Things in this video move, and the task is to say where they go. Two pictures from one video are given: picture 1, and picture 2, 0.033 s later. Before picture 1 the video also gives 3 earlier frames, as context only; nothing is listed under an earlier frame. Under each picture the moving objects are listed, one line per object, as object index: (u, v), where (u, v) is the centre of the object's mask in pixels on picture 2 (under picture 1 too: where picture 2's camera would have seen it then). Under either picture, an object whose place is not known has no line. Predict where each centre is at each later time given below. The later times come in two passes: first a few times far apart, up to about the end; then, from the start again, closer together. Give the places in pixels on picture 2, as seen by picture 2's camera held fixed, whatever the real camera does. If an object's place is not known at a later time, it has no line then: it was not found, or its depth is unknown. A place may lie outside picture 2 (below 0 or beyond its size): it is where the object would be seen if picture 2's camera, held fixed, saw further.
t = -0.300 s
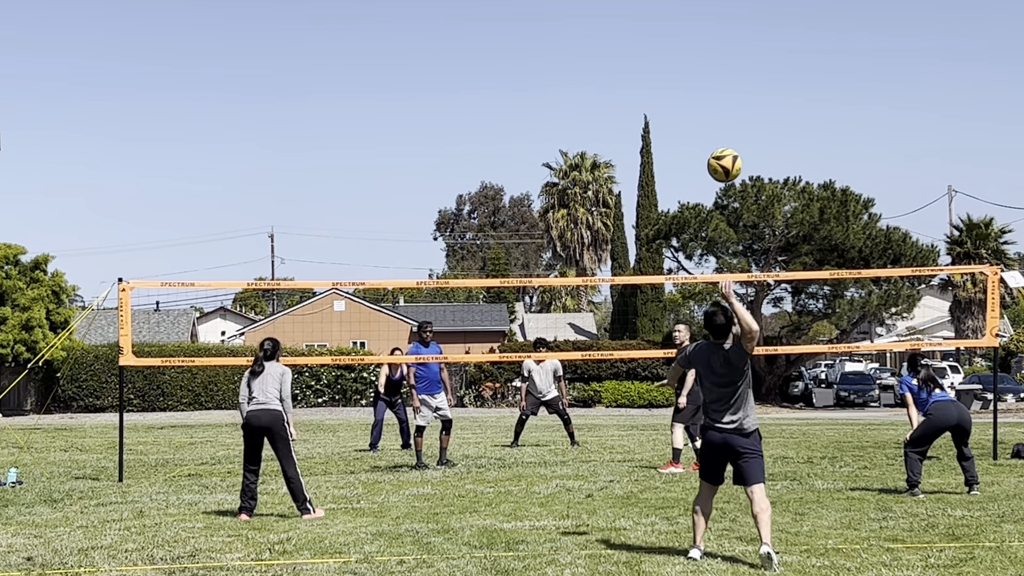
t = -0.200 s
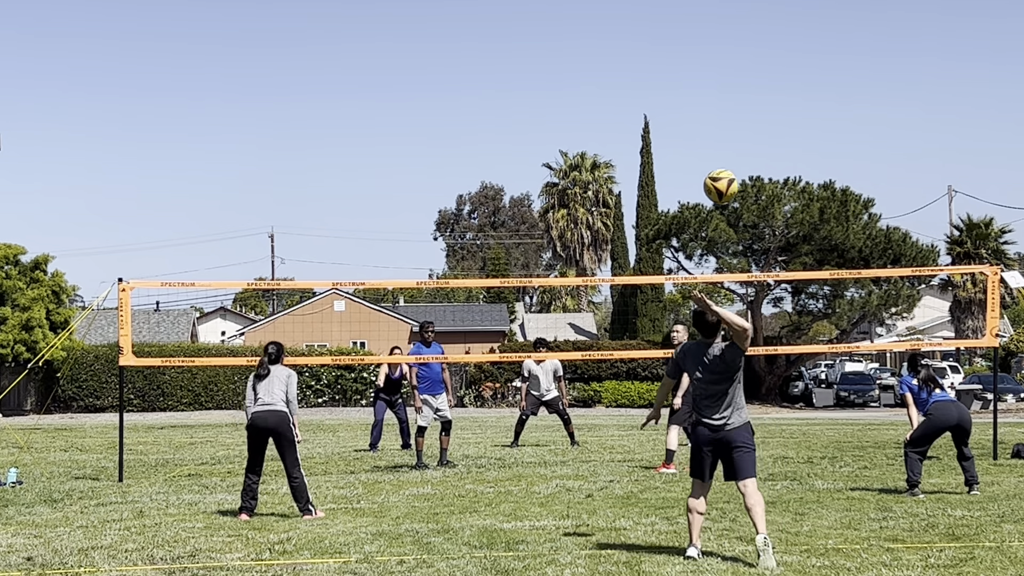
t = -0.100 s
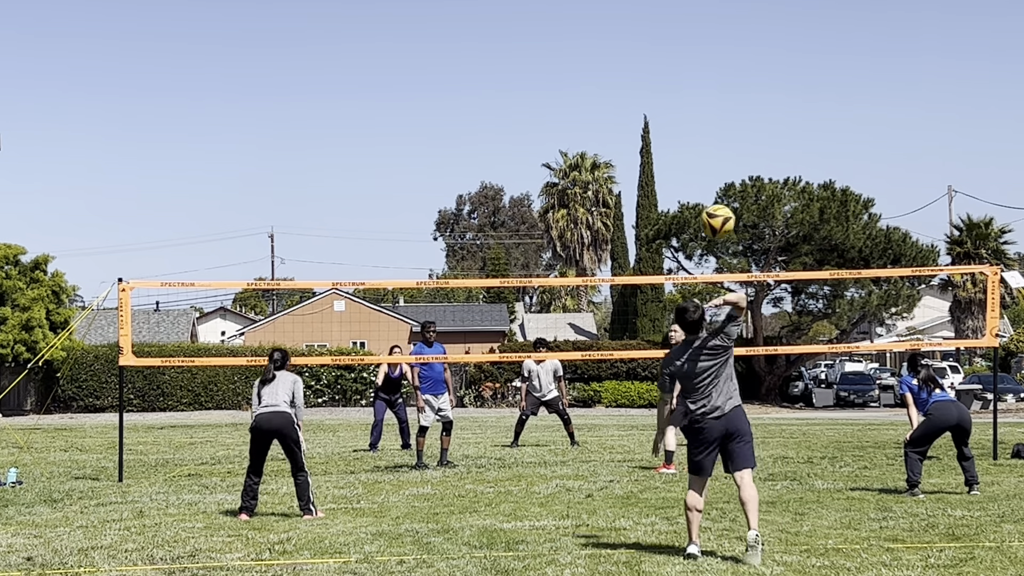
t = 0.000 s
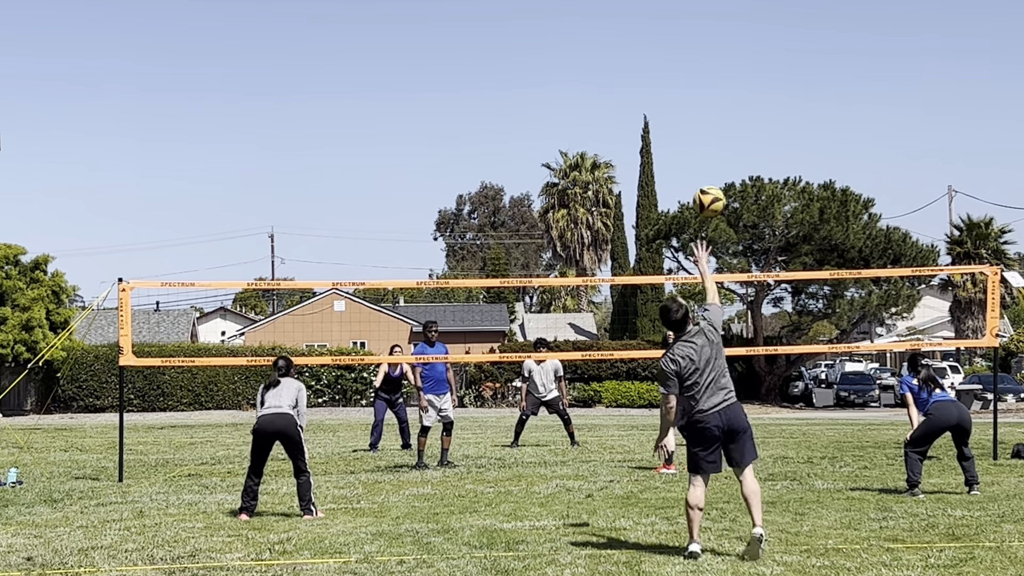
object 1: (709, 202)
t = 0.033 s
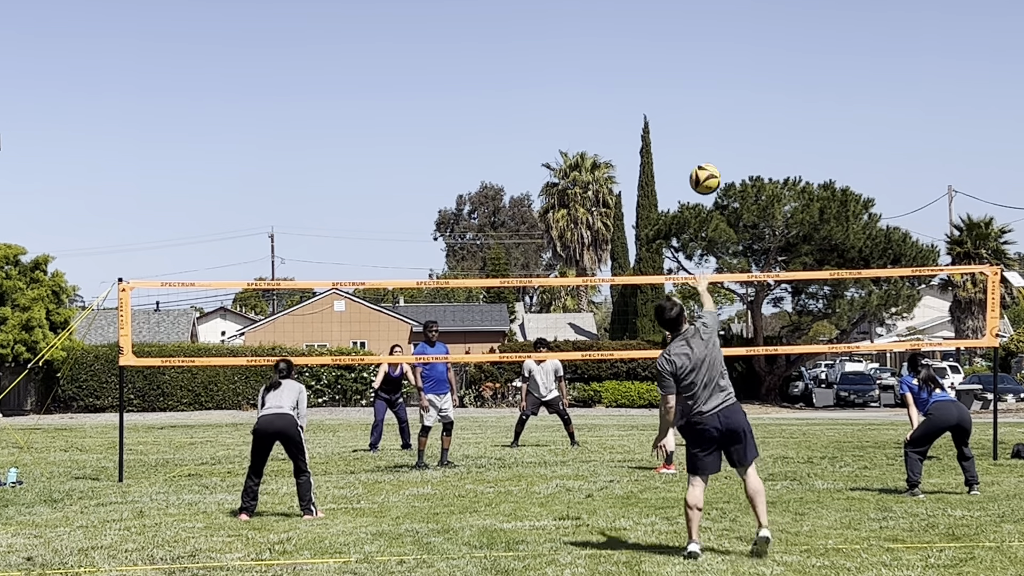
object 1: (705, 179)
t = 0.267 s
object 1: (692, 95)
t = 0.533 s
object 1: (686, 112)
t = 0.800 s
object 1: (687, 187)
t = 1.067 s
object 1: (691, 293)
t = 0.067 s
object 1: (702, 159)
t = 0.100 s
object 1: (700, 142)
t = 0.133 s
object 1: (698, 128)
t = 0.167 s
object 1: (697, 116)
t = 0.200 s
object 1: (695, 107)
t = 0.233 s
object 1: (694, 100)
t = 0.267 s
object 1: (692, 95)
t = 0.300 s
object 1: (691, 92)
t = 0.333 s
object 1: (689, 91)
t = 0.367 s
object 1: (688, 91)
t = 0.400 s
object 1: (687, 93)
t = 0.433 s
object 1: (687, 96)
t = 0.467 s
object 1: (686, 100)
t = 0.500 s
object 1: (686, 105)
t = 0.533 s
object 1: (686, 112)
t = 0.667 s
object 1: (687, 145)
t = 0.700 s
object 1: (687, 155)
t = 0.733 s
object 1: (687, 165)
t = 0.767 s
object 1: (687, 176)
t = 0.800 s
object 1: (687, 187)
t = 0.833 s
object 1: (686, 198)
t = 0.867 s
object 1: (687, 210)
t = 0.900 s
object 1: (688, 222)
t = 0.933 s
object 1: (688, 236)
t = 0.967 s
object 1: (689, 249)
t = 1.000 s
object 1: (690, 264)
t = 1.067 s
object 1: (691, 293)
